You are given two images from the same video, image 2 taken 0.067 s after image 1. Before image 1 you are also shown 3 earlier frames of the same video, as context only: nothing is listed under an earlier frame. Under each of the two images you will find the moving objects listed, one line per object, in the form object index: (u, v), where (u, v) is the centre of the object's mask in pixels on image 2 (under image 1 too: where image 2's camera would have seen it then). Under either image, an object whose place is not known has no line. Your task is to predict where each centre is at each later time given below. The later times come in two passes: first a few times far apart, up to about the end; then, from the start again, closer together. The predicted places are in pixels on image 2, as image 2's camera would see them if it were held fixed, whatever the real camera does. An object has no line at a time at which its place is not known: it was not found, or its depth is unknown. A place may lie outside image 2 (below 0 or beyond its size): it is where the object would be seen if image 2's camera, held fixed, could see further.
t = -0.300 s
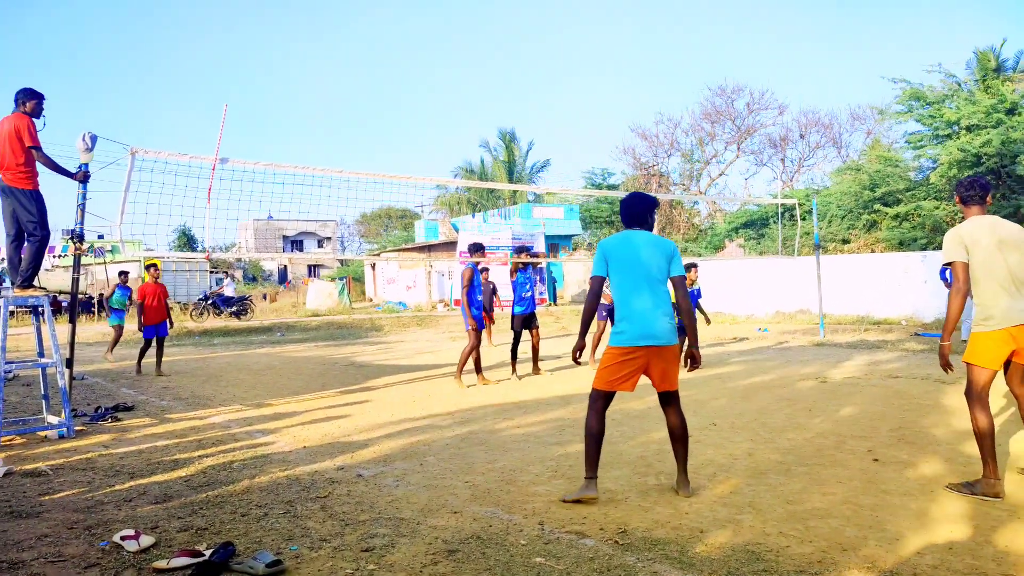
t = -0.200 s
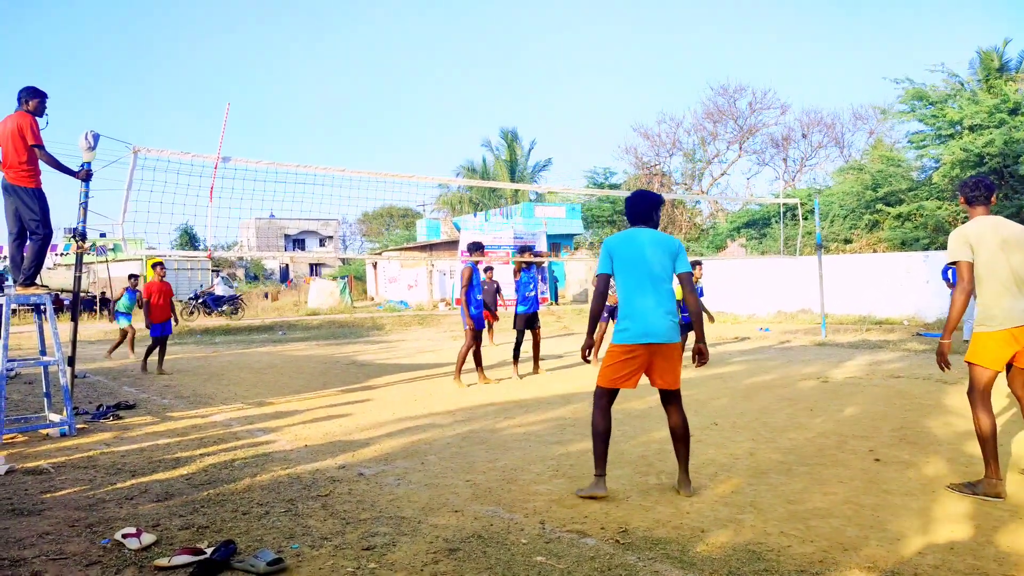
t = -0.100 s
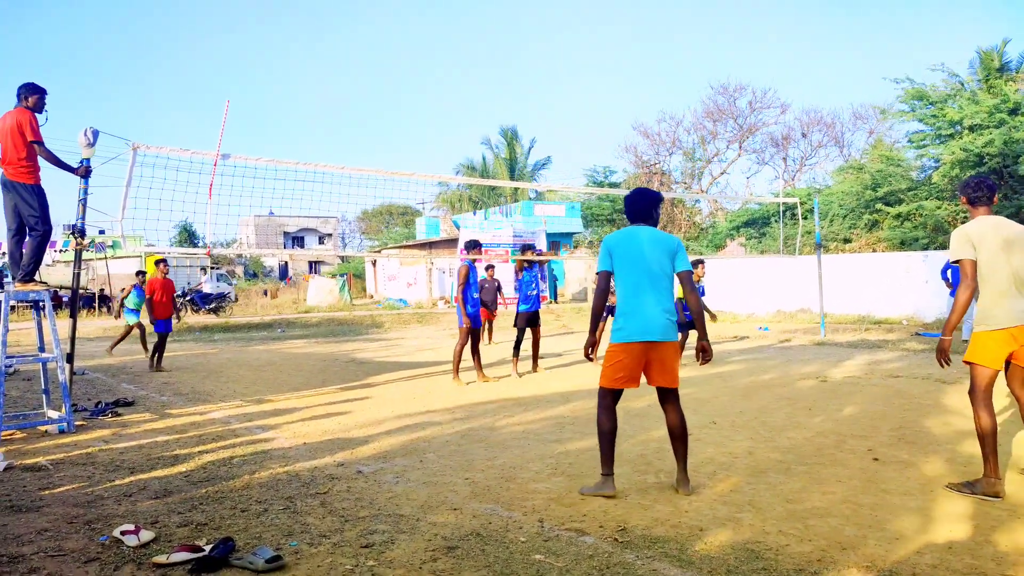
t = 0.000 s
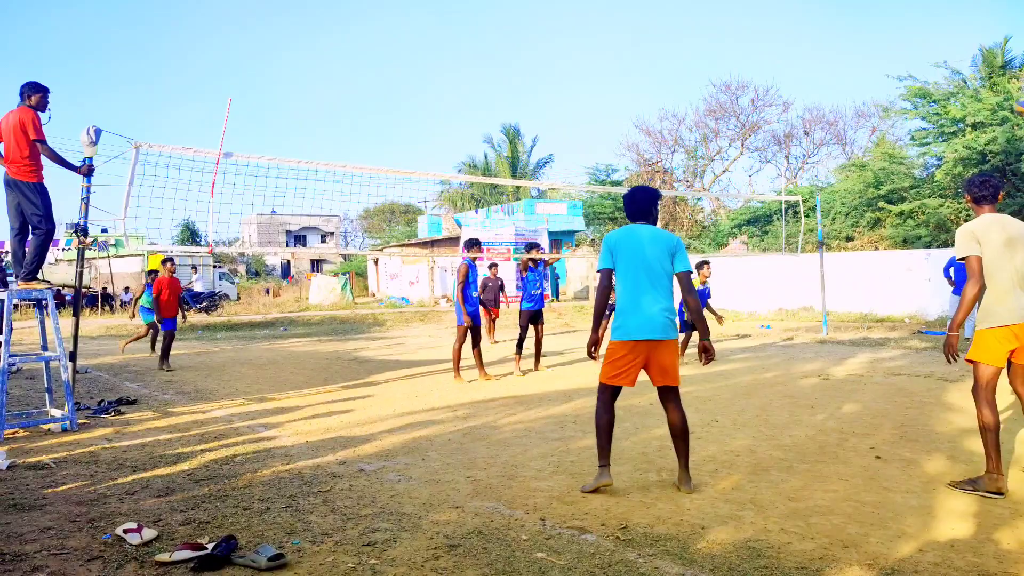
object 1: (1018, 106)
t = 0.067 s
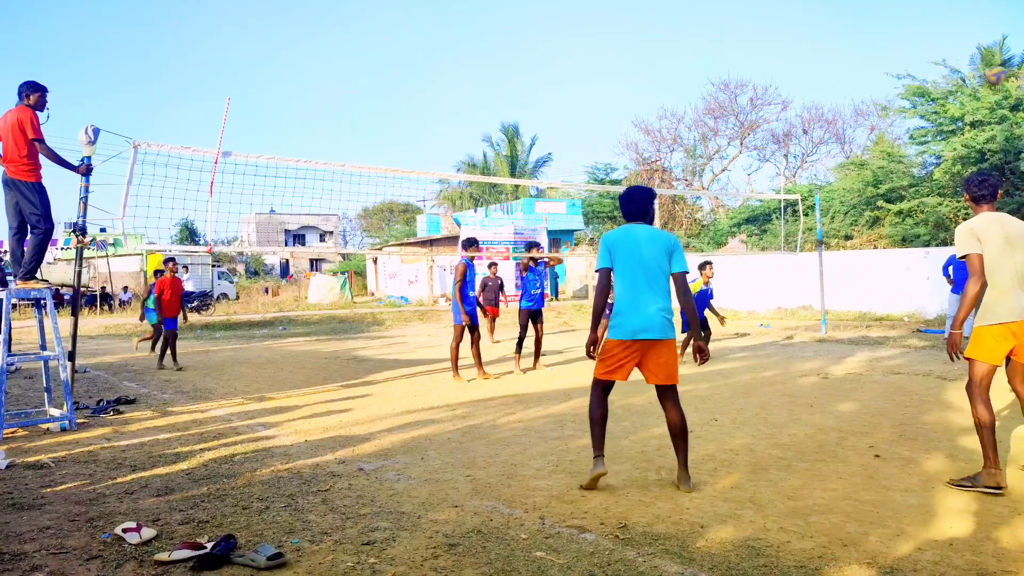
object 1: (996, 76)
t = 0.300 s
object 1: (906, 12)
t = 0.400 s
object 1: (871, 2)
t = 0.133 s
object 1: (968, 52)
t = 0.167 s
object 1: (954, 42)
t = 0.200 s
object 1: (942, 33)
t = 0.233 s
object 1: (929, 25)
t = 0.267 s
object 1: (917, 18)
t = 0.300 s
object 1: (906, 12)
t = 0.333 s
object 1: (894, 7)
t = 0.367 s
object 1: (883, 4)
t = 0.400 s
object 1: (871, 2)
